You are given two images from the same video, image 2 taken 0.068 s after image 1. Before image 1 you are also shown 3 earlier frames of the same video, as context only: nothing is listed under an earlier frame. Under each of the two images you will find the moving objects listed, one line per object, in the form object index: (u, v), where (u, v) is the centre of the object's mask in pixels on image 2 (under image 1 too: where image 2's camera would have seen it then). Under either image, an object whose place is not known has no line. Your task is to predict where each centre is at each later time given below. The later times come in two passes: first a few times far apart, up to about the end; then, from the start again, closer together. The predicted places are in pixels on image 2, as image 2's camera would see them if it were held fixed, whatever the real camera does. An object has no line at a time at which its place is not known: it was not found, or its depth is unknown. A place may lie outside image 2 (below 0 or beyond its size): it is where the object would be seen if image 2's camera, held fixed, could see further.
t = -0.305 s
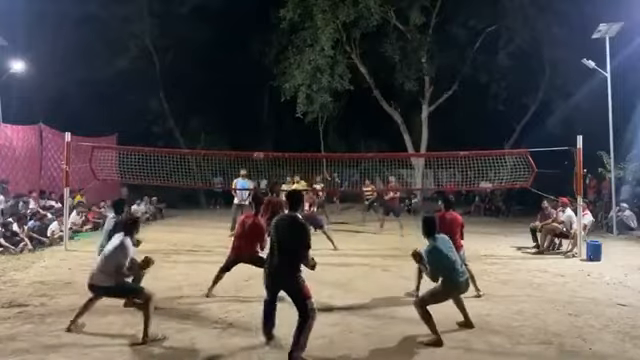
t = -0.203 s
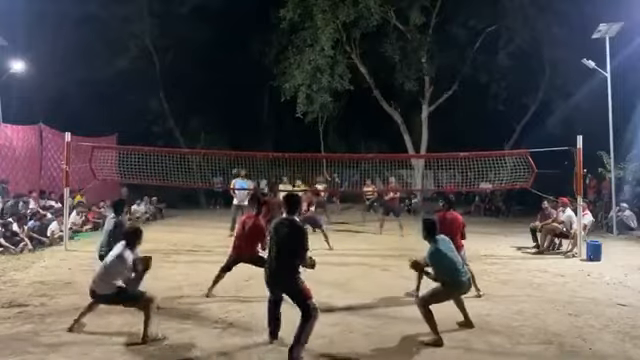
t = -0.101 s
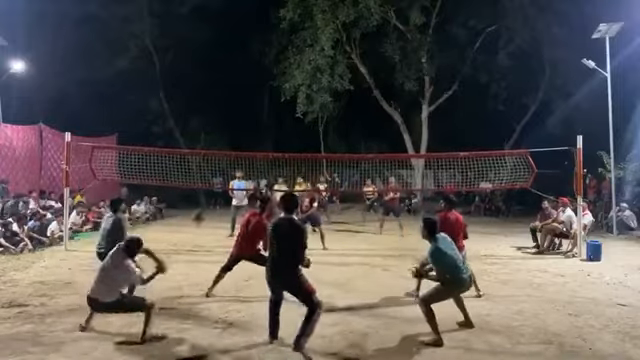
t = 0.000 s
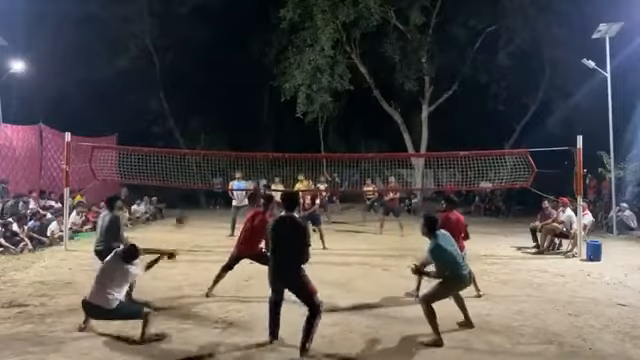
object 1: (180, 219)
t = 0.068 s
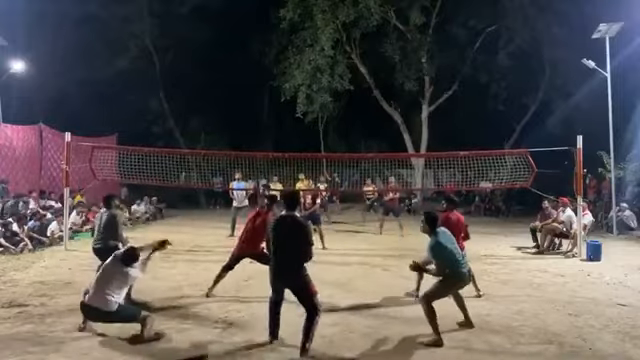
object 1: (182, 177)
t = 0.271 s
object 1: (205, 96)
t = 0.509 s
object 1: (219, 53)
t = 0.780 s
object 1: (229, 48)
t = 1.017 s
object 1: (236, 71)
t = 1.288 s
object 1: (241, 117)
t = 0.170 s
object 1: (197, 131)
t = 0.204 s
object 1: (200, 118)
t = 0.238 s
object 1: (203, 106)
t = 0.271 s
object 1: (205, 96)
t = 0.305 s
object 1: (207, 87)
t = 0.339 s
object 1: (210, 80)
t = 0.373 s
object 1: (212, 72)
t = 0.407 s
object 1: (214, 66)
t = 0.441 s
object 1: (216, 61)
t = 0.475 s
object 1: (217, 57)
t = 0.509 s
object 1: (219, 53)
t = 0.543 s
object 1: (221, 50)
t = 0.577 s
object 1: (222, 48)
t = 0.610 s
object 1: (223, 46)
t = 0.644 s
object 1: (225, 46)
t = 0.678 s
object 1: (226, 46)
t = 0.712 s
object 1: (227, 46)
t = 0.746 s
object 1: (228, 47)
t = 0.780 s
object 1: (229, 48)
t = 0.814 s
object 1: (230, 50)
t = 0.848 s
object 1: (231, 52)
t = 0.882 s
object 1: (233, 55)
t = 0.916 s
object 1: (233, 59)
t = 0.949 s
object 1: (234, 62)
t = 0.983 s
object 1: (235, 67)
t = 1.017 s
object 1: (236, 71)
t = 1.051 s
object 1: (237, 75)
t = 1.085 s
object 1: (237, 80)
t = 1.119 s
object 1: (238, 86)
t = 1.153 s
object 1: (239, 92)
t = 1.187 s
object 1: (240, 98)
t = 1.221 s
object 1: (240, 105)
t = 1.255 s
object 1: (241, 111)
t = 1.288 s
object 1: (241, 117)
